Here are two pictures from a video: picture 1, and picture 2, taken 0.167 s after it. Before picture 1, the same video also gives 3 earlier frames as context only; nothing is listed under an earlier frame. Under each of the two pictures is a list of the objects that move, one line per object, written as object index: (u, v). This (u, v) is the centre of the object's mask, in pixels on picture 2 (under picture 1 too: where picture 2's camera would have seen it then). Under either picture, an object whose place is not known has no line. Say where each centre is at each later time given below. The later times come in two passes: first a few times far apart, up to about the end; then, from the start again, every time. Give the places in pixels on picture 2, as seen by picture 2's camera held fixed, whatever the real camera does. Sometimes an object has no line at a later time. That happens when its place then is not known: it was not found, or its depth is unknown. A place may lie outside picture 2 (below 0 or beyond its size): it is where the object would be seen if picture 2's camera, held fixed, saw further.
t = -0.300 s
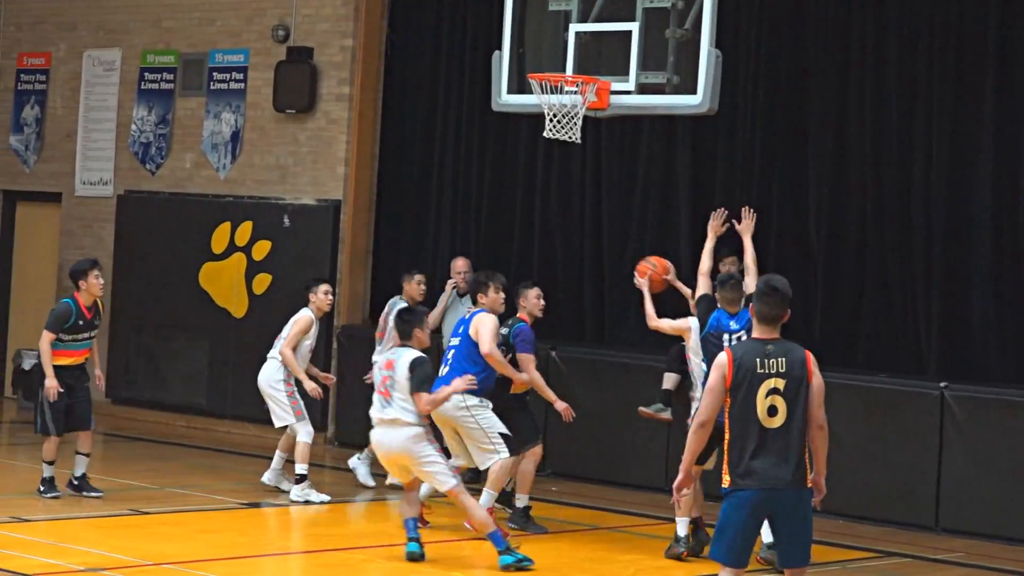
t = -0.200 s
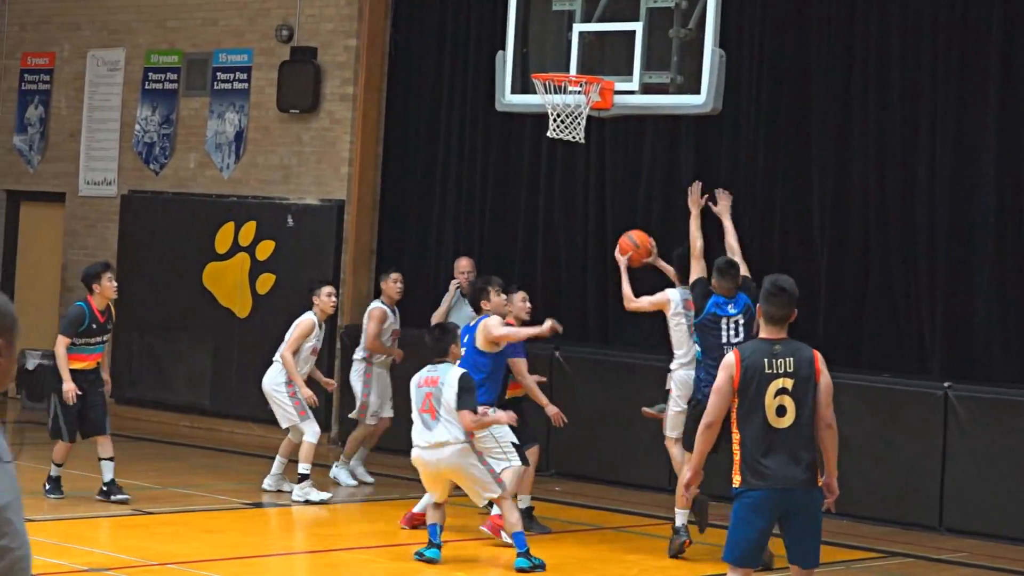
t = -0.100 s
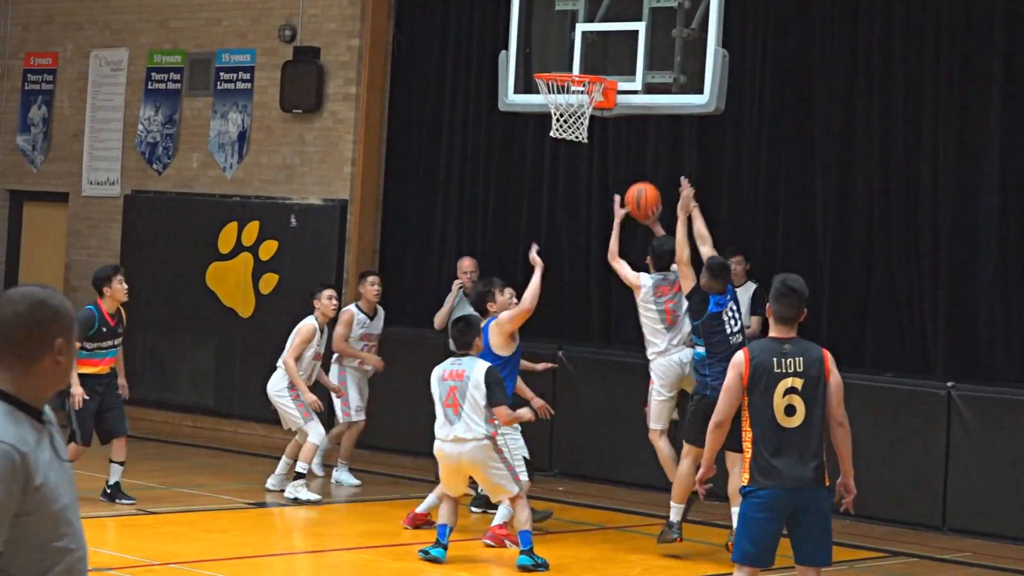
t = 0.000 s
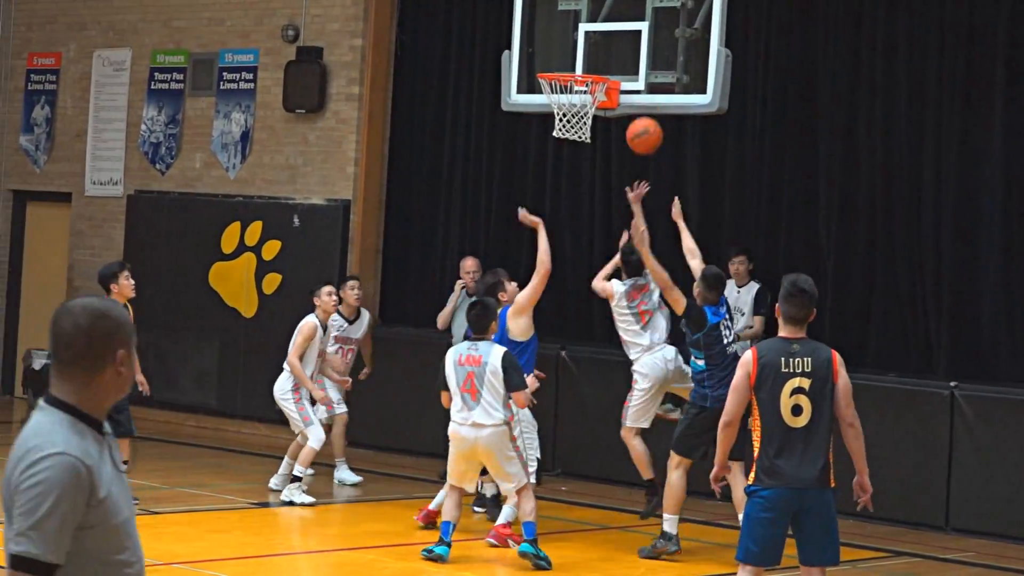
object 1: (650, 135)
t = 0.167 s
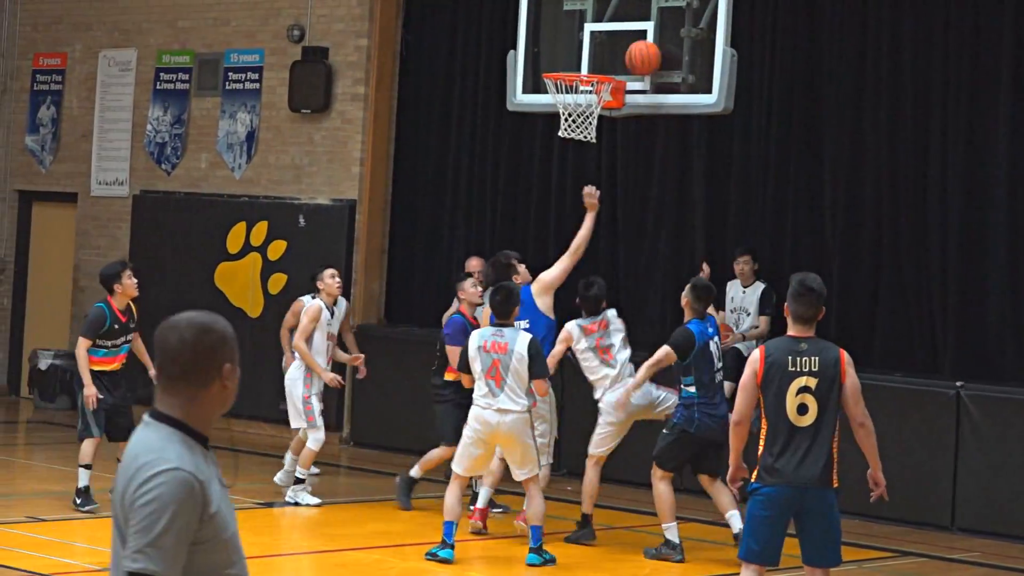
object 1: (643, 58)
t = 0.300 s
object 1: (621, 39)
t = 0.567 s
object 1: (569, 77)
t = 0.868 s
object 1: (574, 131)
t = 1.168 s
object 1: (601, 250)
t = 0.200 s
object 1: (639, 50)
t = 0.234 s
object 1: (633, 45)
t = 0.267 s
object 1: (628, 41)
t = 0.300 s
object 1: (621, 39)
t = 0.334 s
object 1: (615, 38)
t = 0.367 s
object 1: (609, 39)
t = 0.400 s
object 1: (603, 42)
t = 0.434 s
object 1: (596, 45)
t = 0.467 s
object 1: (590, 51)
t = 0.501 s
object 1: (583, 57)
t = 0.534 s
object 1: (577, 63)
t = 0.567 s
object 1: (569, 77)
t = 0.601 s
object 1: (563, 90)
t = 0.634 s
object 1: (558, 99)
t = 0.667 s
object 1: (556, 104)
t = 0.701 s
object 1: (558, 112)
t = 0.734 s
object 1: (560, 114)
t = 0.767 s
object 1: (564, 117)
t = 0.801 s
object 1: (566, 120)
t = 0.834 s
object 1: (570, 125)
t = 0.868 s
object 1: (574, 131)
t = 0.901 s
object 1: (578, 145)
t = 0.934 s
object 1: (581, 150)
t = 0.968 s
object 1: (584, 156)
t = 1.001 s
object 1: (587, 168)
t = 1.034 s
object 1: (590, 181)
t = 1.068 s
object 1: (593, 196)
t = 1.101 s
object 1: (596, 212)
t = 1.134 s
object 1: (599, 230)
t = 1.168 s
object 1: (601, 250)
